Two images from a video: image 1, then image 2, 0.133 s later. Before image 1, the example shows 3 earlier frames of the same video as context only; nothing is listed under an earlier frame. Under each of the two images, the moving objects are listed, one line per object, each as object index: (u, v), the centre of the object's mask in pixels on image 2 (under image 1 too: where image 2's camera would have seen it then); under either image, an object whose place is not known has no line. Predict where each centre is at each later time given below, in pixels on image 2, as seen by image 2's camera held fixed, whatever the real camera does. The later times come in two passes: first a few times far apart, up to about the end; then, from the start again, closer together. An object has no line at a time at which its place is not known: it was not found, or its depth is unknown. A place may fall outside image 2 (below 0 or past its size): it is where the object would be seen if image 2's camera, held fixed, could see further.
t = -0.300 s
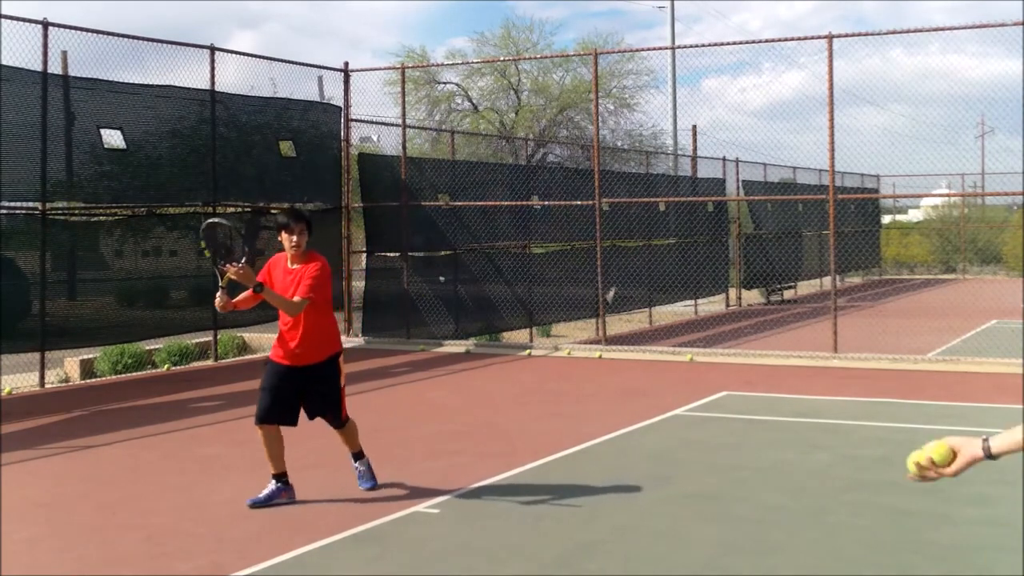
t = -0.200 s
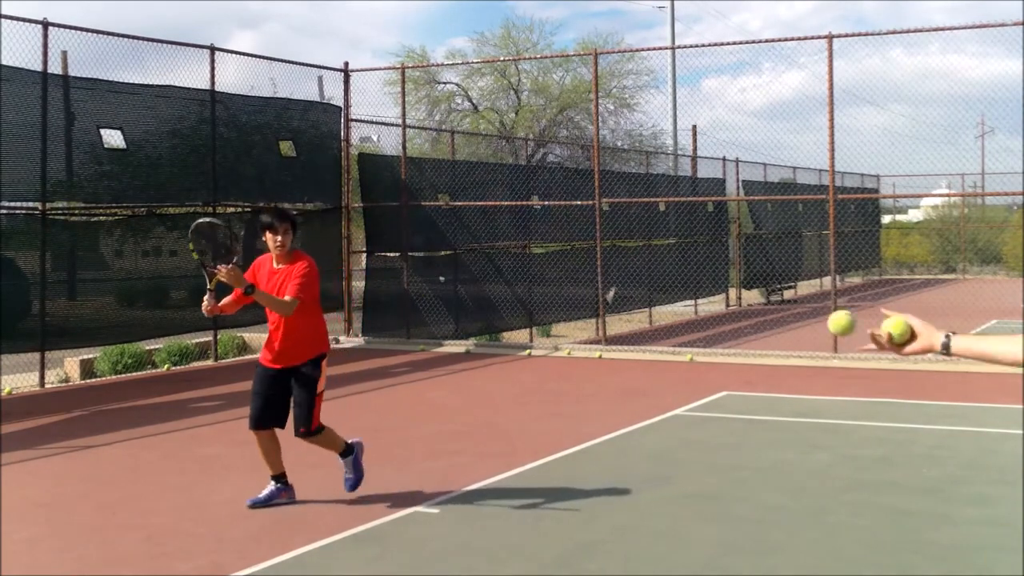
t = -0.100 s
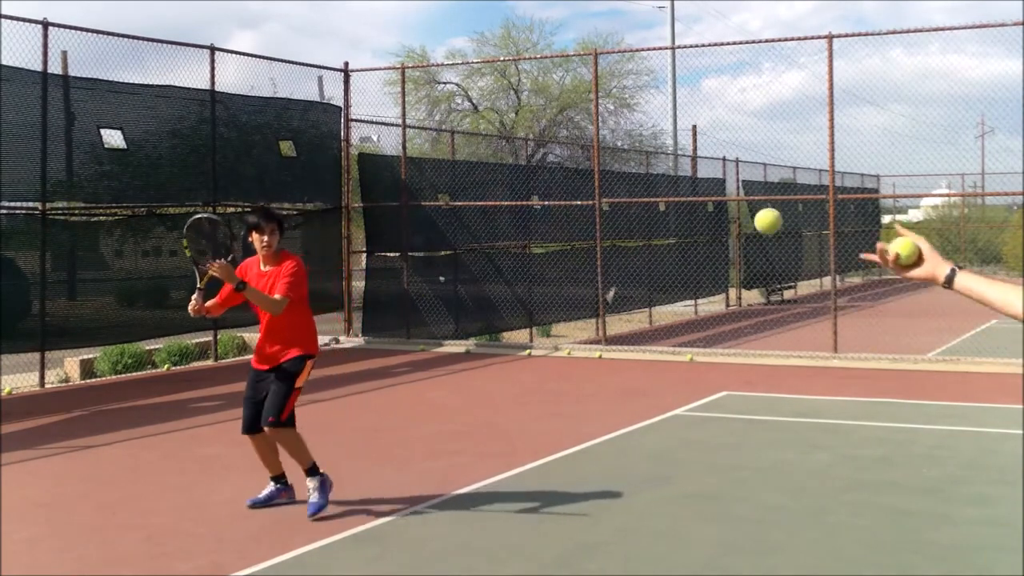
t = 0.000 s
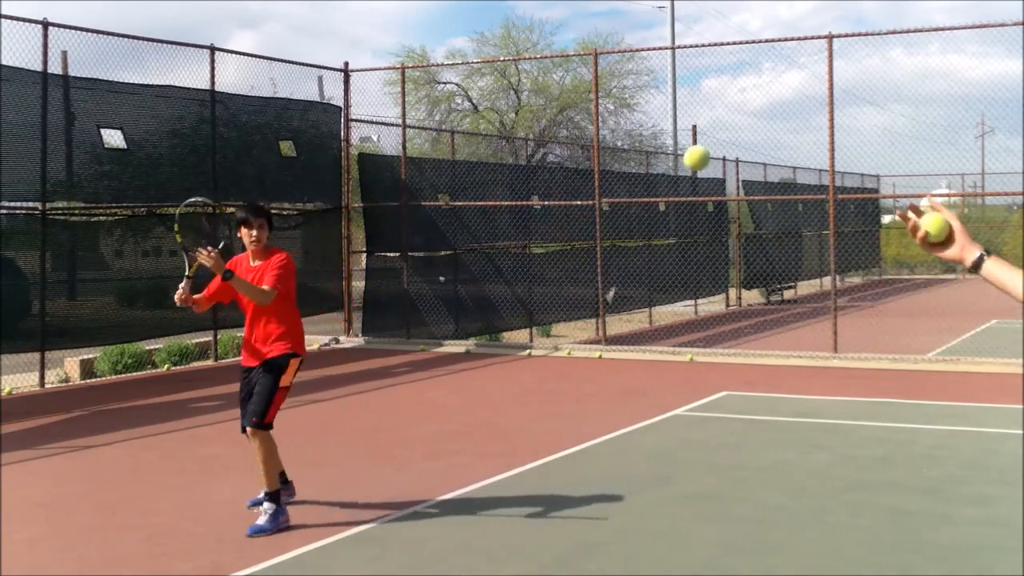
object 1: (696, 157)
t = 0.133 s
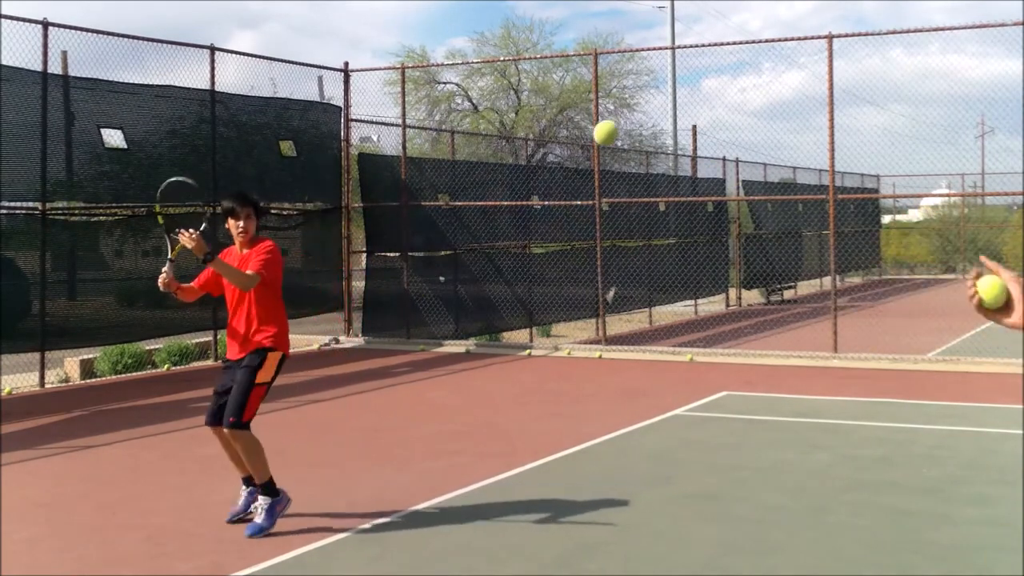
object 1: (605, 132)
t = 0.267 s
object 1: (520, 175)
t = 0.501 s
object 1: (382, 403)
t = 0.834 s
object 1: (241, 571)
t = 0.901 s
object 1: (223, 507)
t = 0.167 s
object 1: (584, 137)
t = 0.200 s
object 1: (563, 145)
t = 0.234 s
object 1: (541, 158)
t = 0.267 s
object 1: (520, 175)
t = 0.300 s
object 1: (499, 195)
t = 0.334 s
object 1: (479, 221)
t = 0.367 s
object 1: (459, 249)
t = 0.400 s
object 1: (440, 282)
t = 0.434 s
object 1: (421, 319)
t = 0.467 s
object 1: (401, 359)
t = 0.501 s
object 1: (382, 403)
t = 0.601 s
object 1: (329, 557)
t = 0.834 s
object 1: (241, 571)
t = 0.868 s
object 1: (232, 539)
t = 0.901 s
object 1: (223, 507)
